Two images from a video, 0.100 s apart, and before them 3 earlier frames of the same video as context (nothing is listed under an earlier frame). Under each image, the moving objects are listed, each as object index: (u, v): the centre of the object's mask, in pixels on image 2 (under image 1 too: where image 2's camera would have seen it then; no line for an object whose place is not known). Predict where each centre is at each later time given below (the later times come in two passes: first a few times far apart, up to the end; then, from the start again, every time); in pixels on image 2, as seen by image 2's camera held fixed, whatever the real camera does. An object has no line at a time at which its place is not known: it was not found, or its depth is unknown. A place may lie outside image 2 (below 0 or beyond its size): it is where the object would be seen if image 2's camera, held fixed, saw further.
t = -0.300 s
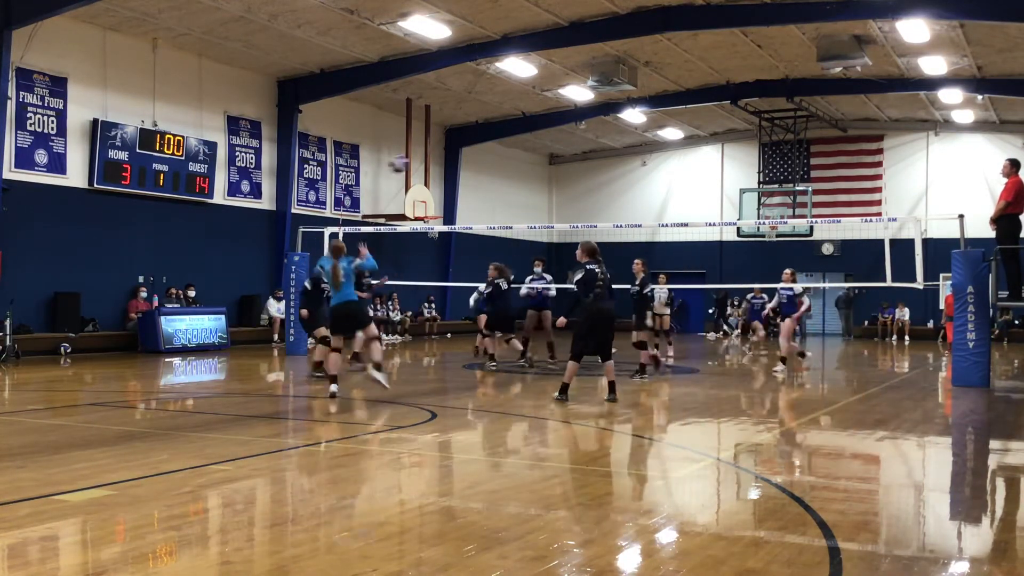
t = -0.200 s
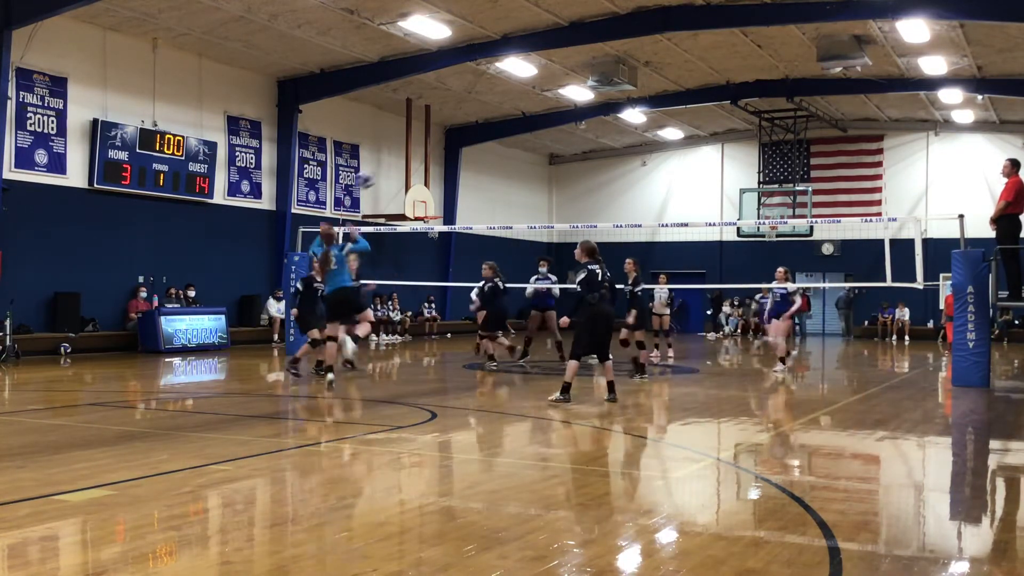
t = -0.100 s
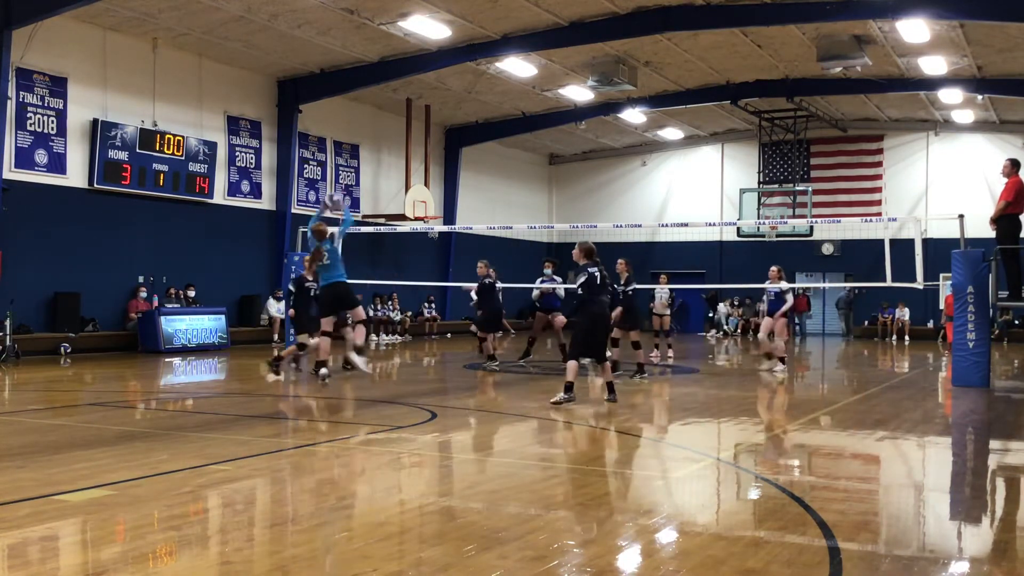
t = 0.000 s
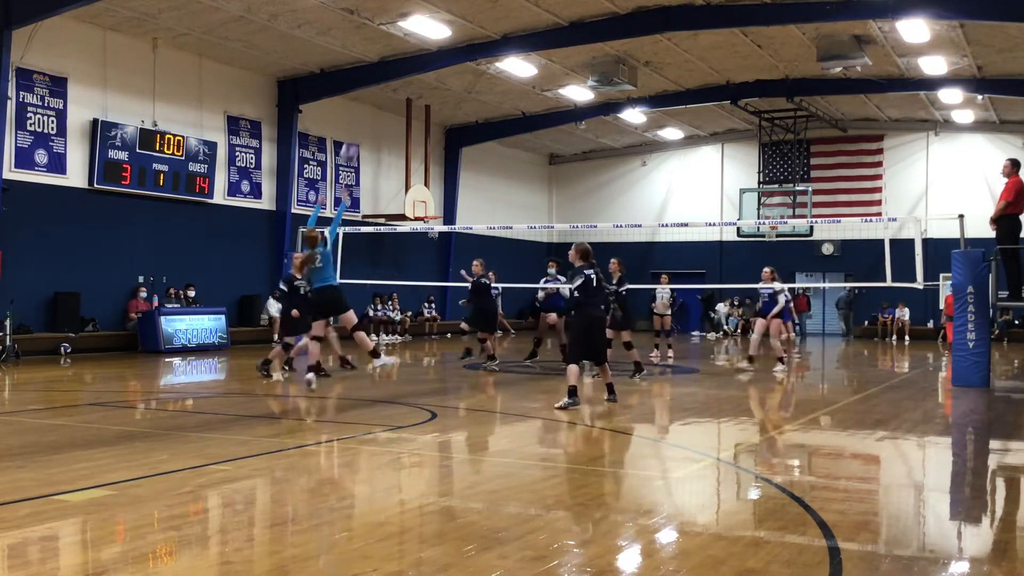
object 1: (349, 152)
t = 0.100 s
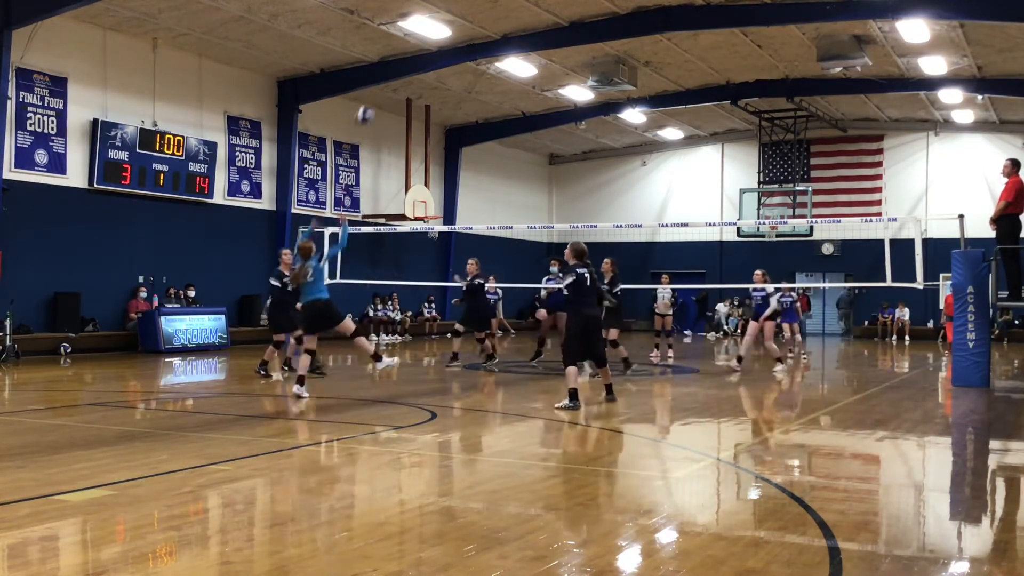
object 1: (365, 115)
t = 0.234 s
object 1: (384, 82)
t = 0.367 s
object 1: (399, 67)
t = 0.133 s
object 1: (369, 105)
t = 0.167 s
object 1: (374, 96)
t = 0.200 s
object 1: (379, 89)
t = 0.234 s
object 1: (384, 82)
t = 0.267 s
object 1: (387, 77)
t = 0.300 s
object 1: (391, 73)
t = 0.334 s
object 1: (395, 69)
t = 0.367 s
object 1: (399, 67)
